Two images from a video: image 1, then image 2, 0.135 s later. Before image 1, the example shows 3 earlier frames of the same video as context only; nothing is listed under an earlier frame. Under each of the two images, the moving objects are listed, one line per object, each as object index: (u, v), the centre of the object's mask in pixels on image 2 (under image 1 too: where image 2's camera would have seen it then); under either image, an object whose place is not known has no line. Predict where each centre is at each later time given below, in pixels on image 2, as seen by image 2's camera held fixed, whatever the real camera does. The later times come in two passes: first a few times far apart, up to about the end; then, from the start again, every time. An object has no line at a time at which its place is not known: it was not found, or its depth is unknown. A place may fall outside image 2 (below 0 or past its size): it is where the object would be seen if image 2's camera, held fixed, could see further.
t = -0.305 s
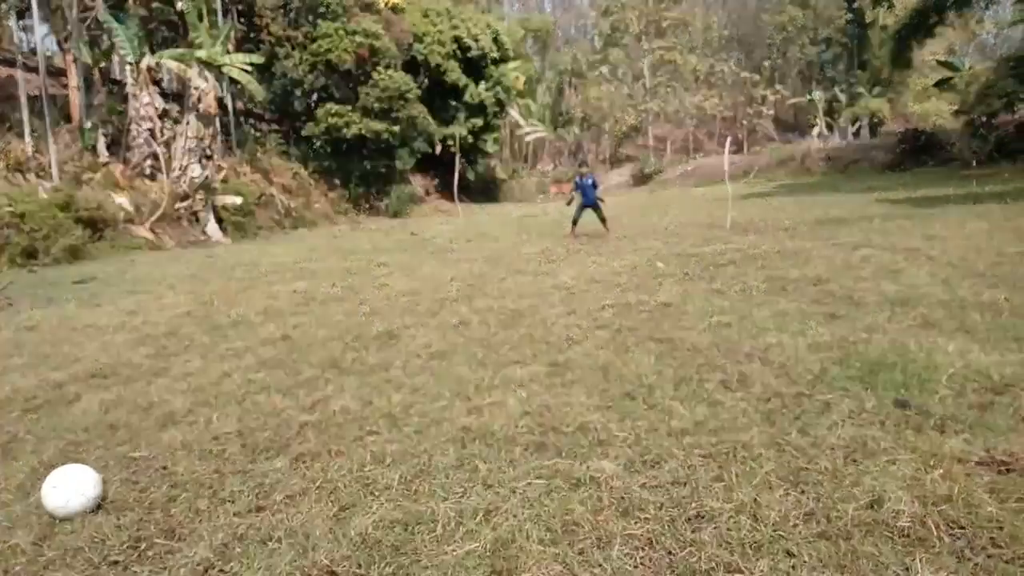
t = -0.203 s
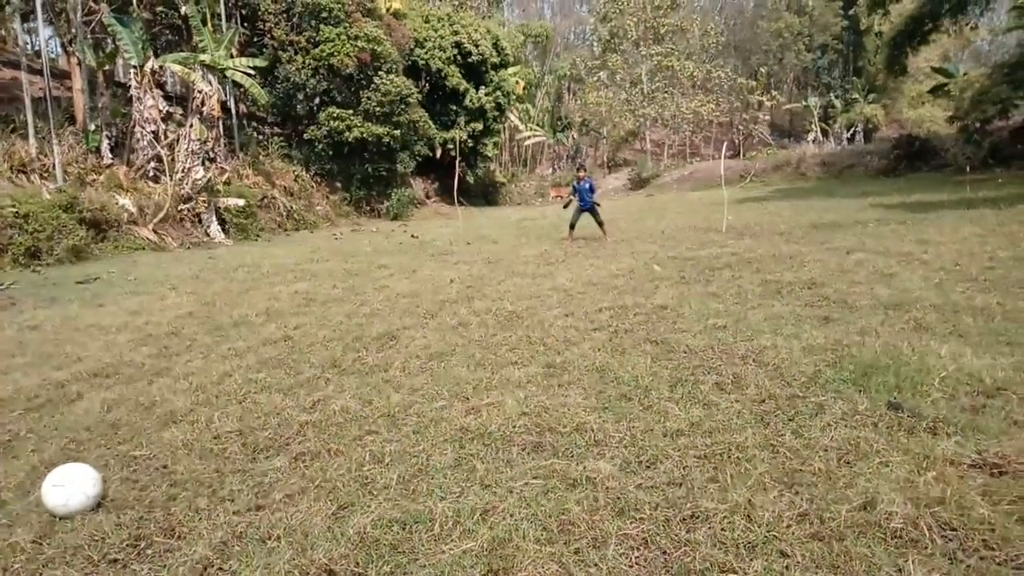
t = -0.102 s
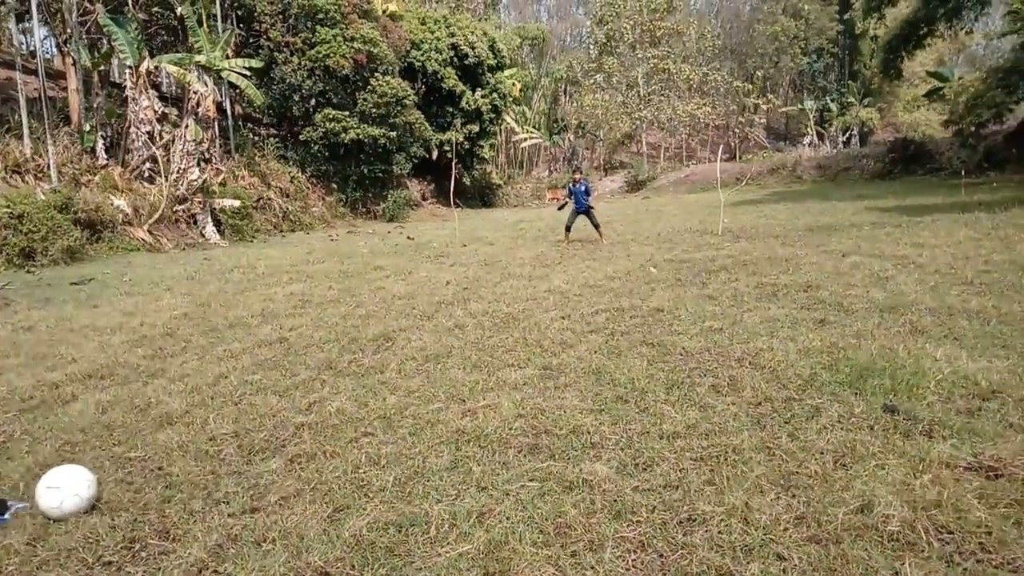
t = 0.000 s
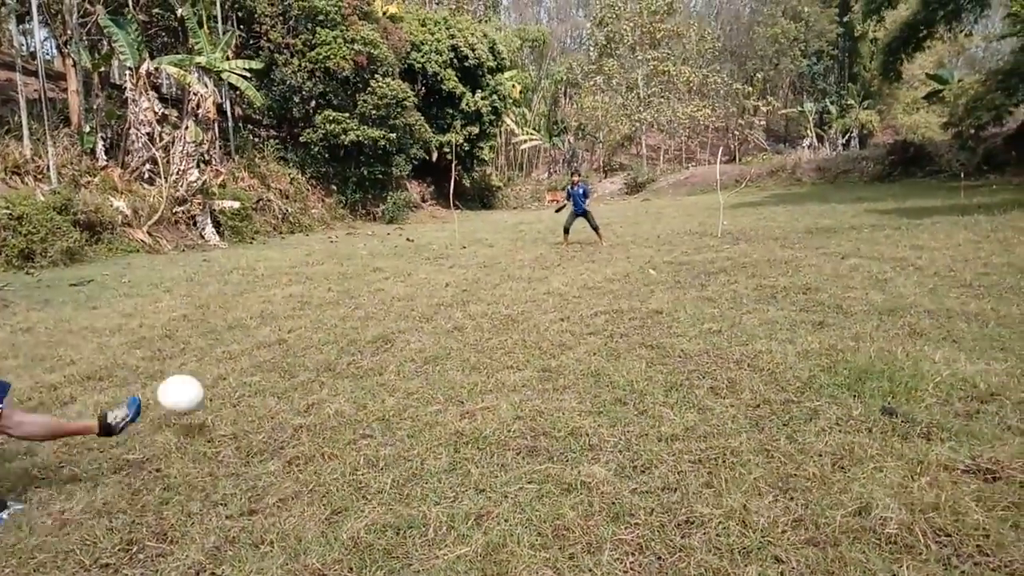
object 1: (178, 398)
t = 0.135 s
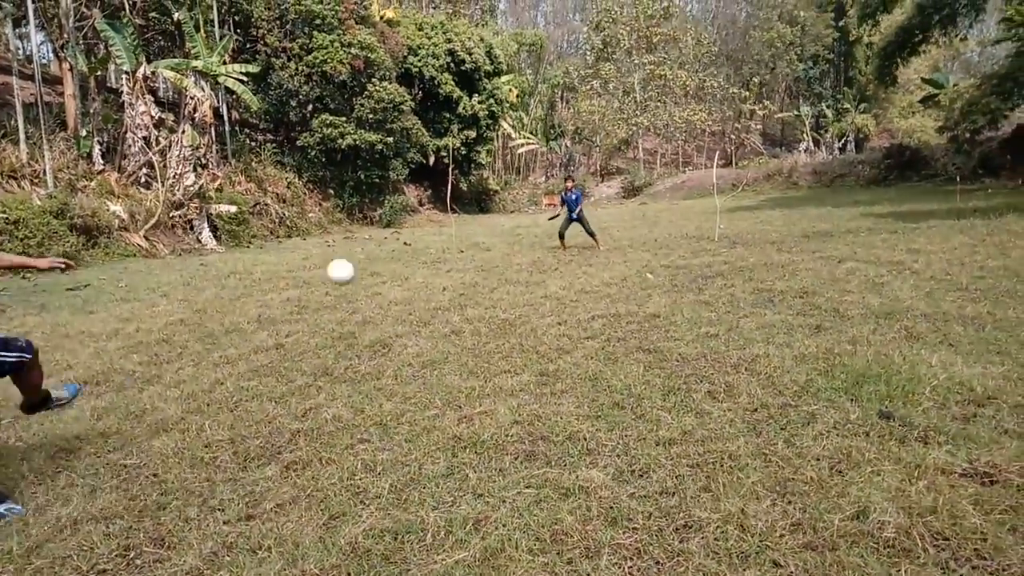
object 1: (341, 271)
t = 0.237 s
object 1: (395, 237)
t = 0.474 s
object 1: (450, 221)
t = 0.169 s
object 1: (362, 256)
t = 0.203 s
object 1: (380, 245)
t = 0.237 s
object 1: (395, 237)
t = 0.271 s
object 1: (407, 230)
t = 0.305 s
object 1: (418, 225)
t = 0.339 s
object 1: (426, 222)
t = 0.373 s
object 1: (434, 221)
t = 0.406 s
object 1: (440, 220)
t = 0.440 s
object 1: (445, 220)
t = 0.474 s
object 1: (450, 221)
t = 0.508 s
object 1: (454, 222)
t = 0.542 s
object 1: (457, 224)
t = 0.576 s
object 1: (460, 227)
